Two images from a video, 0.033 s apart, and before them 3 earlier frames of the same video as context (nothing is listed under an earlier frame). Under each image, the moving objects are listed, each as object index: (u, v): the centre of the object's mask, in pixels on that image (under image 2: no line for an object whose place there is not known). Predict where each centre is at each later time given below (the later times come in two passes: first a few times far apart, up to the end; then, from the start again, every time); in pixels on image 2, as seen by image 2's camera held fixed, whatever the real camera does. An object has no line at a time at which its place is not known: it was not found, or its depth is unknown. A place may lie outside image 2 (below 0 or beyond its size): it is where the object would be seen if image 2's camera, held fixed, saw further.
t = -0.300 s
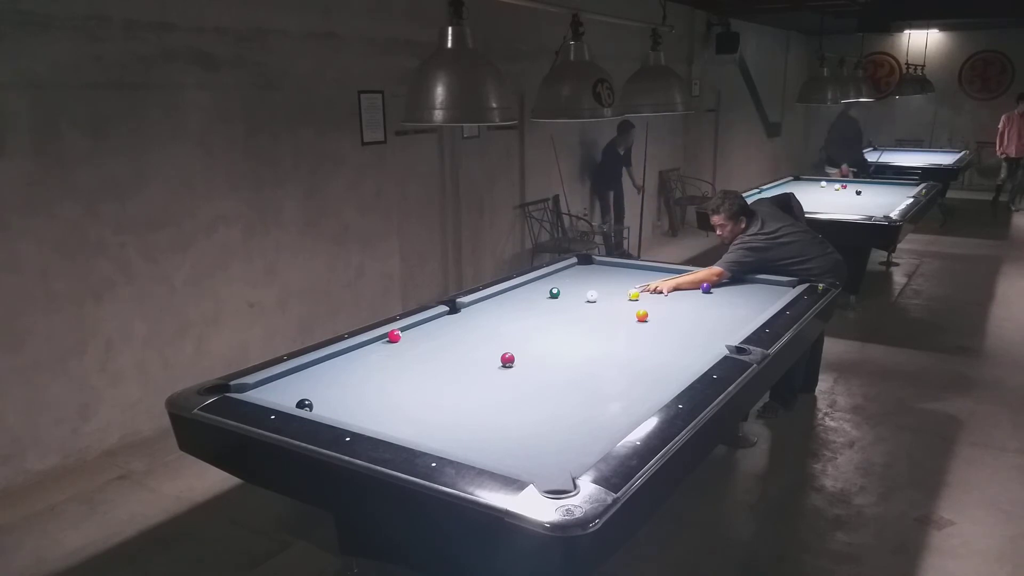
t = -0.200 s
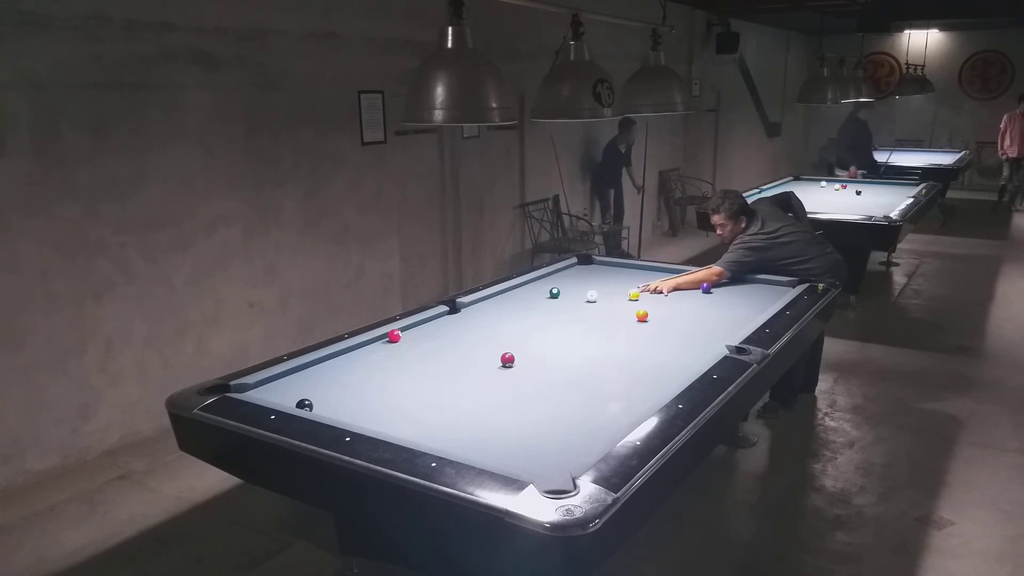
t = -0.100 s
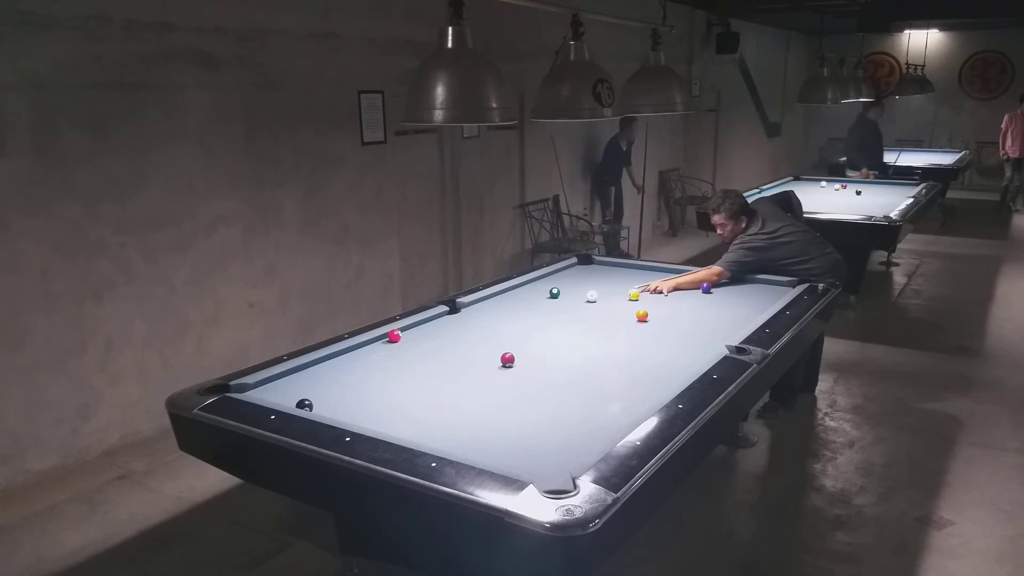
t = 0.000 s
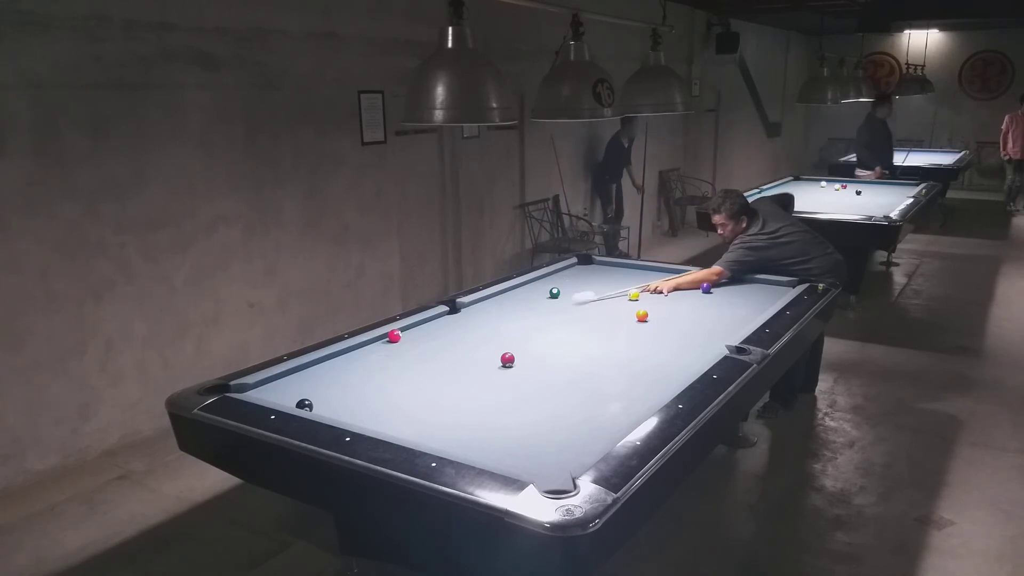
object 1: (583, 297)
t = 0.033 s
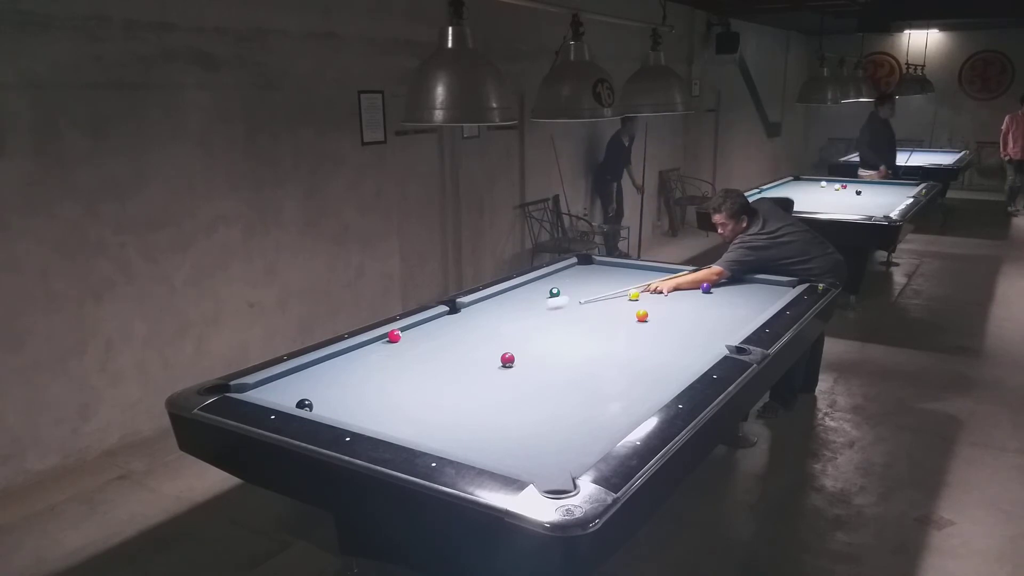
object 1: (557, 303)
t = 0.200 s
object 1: (424, 328)
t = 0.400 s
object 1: (427, 332)
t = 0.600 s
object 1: (458, 333)
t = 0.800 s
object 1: (489, 333)
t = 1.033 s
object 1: (525, 334)
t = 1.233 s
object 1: (554, 335)
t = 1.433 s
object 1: (584, 336)
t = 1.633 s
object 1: (613, 337)
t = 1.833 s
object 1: (640, 337)
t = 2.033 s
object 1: (668, 338)
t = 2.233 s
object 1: (694, 338)
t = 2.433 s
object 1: (720, 339)
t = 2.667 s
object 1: (716, 336)
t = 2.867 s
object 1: (706, 332)
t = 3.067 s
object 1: (696, 329)
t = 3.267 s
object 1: (688, 327)
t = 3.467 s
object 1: (680, 324)
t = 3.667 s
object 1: (672, 321)
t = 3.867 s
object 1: (666, 320)
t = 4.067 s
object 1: (660, 318)
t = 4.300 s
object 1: (654, 316)
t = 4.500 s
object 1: (653, 315)
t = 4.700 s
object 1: (652, 314)
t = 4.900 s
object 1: (652, 313)
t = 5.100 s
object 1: (651, 313)
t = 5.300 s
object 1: (650, 312)
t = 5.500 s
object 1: (650, 312)
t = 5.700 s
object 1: (650, 312)
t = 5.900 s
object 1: (649, 312)
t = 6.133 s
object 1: (649, 312)
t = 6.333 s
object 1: (649, 312)
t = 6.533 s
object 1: (649, 312)
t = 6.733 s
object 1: (649, 312)
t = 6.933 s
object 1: (649, 312)
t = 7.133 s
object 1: (649, 312)
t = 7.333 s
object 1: (649, 312)
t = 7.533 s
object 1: (649, 312)
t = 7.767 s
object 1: (649, 312)
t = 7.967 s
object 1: (649, 312)
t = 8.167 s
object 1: (649, 312)
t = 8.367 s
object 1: (649, 312)
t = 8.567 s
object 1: (649, 312)
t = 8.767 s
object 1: (649, 312)
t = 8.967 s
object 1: (649, 312)
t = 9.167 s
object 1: (649, 312)
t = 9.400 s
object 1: (649, 312)
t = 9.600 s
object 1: (649, 312)
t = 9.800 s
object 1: (650, 311)
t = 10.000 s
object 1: (649, 312)
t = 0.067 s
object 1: (532, 307)
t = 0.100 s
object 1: (506, 312)
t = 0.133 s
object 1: (478, 318)
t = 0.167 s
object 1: (451, 323)
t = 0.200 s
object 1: (424, 328)
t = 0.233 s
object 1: (402, 332)
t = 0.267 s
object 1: (405, 332)
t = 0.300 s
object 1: (411, 332)
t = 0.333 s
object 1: (416, 332)
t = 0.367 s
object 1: (421, 332)
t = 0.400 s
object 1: (427, 332)
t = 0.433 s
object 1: (432, 332)
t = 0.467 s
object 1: (437, 332)
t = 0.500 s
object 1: (443, 332)
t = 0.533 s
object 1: (448, 333)
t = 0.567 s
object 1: (453, 333)
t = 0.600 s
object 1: (458, 333)
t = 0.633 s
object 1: (464, 333)
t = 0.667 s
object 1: (469, 333)
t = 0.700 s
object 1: (474, 333)
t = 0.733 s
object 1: (479, 333)
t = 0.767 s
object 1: (484, 333)
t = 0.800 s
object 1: (489, 333)
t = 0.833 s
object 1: (494, 334)
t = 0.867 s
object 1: (500, 334)
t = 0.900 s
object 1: (505, 334)
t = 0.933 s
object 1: (510, 334)
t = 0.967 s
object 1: (515, 334)
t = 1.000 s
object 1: (520, 334)
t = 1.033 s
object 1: (525, 334)
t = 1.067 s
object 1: (530, 335)
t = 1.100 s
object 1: (535, 335)
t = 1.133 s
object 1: (539, 335)
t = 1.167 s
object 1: (544, 335)
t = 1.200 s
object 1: (549, 335)
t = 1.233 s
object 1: (554, 335)
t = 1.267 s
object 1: (559, 335)
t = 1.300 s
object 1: (564, 335)
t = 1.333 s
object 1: (569, 335)
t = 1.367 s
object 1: (574, 335)
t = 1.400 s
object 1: (579, 335)
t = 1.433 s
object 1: (584, 336)
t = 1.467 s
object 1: (589, 335)
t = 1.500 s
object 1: (593, 334)
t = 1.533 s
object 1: (598, 334)
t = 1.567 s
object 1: (602, 335)
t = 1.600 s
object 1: (608, 336)
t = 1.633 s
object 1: (613, 337)
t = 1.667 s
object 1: (617, 337)
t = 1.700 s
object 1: (622, 337)
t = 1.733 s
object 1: (626, 337)
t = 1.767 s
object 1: (631, 337)
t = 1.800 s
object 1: (636, 337)
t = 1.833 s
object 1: (640, 337)
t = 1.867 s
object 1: (644, 337)
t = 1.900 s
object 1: (649, 337)
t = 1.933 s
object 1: (654, 337)
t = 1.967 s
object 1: (658, 338)
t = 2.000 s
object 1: (663, 338)
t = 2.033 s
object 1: (668, 338)
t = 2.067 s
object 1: (673, 338)
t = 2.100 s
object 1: (677, 338)
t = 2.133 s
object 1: (681, 338)
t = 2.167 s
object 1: (685, 338)
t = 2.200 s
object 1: (690, 338)
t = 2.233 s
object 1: (694, 338)
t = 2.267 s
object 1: (699, 338)
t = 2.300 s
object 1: (703, 339)
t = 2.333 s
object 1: (708, 339)
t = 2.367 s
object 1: (712, 339)
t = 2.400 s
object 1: (717, 339)
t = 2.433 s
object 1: (720, 339)
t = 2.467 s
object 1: (724, 338)
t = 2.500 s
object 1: (724, 338)
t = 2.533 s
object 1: (723, 337)
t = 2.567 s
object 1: (721, 337)
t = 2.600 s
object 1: (720, 337)
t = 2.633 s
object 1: (718, 336)
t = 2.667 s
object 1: (716, 336)
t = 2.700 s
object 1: (714, 335)
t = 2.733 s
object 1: (713, 334)
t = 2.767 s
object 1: (711, 334)
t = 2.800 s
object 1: (709, 333)
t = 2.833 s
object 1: (707, 333)
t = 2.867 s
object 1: (706, 332)
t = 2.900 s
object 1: (704, 332)
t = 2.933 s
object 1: (702, 332)
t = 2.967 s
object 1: (701, 331)
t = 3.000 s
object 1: (699, 331)
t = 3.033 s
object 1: (698, 330)
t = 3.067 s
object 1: (696, 329)
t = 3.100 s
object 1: (695, 329)
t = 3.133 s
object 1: (693, 328)
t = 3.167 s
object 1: (692, 328)
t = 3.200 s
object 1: (691, 327)
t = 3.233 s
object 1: (689, 327)
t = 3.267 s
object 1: (688, 327)
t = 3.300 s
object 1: (686, 326)
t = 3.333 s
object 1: (685, 326)
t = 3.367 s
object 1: (684, 325)
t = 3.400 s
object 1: (682, 325)
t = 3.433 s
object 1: (681, 324)
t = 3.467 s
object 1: (680, 324)
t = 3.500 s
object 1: (679, 324)
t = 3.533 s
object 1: (677, 323)
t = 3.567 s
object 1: (676, 323)
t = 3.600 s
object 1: (675, 323)
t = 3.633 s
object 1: (674, 322)
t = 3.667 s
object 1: (672, 321)
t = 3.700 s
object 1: (671, 321)
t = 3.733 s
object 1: (670, 321)
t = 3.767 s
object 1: (669, 321)
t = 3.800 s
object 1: (668, 320)
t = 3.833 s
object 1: (667, 320)
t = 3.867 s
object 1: (666, 320)
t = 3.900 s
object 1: (665, 319)
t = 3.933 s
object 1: (664, 319)
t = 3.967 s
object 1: (663, 319)
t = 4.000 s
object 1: (662, 319)
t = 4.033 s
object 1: (661, 318)
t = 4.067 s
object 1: (660, 318)
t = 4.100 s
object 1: (659, 318)
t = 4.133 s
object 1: (658, 317)
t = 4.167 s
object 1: (657, 317)
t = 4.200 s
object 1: (656, 316)
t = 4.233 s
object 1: (655, 316)
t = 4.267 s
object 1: (655, 316)
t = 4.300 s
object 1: (654, 316)
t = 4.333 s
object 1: (654, 316)
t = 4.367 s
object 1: (654, 315)
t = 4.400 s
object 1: (653, 315)
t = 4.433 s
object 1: (653, 315)
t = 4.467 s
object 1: (653, 315)
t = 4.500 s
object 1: (653, 315)
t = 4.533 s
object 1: (653, 315)
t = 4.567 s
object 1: (653, 315)
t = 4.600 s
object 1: (653, 315)
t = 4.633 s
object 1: (653, 314)
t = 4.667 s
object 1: (653, 314)
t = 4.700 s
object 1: (652, 314)
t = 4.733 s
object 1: (652, 314)
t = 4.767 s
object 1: (652, 314)
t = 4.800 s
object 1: (652, 313)
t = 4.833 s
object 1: (652, 313)
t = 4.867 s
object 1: (652, 313)
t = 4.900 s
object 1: (652, 313)
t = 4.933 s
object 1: (651, 313)
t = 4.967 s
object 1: (651, 313)
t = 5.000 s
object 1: (651, 313)
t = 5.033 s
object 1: (651, 313)
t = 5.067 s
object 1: (651, 313)
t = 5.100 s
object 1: (651, 313)
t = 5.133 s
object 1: (651, 313)
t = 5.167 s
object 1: (651, 313)
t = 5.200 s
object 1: (651, 313)
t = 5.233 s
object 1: (650, 313)
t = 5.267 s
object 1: (650, 313)
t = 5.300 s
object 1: (650, 312)
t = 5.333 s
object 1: (650, 312)
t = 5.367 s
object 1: (650, 312)
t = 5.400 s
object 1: (650, 312)
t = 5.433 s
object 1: (650, 312)
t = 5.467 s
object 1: (650, 312)
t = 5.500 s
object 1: (650, 312)
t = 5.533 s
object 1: (650, 312)
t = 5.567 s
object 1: (650, 312)
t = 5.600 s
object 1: (650, 312)
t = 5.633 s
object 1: (650, 312)
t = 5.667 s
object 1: (650, 312)
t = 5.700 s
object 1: (650, 312)
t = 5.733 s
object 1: (650, 312)
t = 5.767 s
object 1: (650, 312)
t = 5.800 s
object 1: (650, 312)
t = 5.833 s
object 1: (650, 312)
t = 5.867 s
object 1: (649, 312)
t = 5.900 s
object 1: (649, 312)
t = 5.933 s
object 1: (649, 312)
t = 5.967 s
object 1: (650, 312)
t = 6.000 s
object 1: (649, 312)
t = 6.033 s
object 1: (649, 312)
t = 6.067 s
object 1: (649, 312)
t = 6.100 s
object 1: (649, 312)
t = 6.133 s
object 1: (649, 312)
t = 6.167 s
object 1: (649, 312)
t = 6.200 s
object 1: (649, 312)
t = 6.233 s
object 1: (649, 312)
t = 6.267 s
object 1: (649, 312)
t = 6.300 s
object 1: (649, 312)
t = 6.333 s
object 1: (649, 312)
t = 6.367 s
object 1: (649, 312)
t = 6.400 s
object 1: (649, 312)
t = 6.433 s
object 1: (649, 312)
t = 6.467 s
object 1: (649, 312)
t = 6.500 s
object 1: (649, 312)
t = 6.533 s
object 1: (649, 312)
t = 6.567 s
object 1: (649, 312)
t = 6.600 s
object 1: (649, 312)
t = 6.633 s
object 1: (649, 312)
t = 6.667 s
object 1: (649, 312)
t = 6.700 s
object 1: (649, 312)
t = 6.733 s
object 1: (649, 312)
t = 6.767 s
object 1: (649, 312)
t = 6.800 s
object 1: (649, 312)
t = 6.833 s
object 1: (649, 312)
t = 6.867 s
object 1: (649, 312)
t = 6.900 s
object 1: (649, 312)
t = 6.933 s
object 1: (649, 312)
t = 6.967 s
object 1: (649, 312)
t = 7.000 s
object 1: (649, 312)
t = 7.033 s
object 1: (649, 312)
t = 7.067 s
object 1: (649, 312)
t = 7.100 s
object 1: (649, 312)
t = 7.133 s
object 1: (649, 312)
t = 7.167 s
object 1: (649, 312)
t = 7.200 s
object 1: (649, 312)
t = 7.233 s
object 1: (649, 312)
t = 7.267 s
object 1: (649, 312)
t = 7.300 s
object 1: (649, 312)
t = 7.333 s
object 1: (649, 312)
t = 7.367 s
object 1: (649, 312)
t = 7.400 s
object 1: (649, 312)
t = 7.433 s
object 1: (649, 312)
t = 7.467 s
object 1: (649, 312)
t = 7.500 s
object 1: (649, 312)
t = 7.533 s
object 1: (649, 312)
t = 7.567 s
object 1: (649, 312)
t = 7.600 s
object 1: (649, 312)
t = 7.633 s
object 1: (649, 312)
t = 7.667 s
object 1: (649, 312)
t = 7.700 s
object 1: (649, 312)
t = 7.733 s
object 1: (649, 312)
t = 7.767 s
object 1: (649, 312)
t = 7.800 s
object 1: (649, 312)
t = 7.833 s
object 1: (649, 312)
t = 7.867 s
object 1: (649, 312)
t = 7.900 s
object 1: (649, 312)
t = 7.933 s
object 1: (649, 312)
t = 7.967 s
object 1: (649, 312)
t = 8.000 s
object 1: (649, 312)
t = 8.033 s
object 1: (649, 312)
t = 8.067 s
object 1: (649, 312)
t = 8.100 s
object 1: (649, 312)
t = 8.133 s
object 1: (649, 312)
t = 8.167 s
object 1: (649, 312)
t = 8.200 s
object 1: (649, 312)
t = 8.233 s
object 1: (649, 312)
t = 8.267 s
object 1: (649, 312)
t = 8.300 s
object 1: (649, 312)
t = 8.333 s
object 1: (649, 312)
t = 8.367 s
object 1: (649, 312)
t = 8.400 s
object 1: (649, 312)
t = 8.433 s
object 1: (649, 312)
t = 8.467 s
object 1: (649, 312)
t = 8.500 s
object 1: (649, 312)
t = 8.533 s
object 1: (649, 312)
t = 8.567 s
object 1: (649, 312)
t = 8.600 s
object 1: (649, 312)
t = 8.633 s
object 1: (649, 312)
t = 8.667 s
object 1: (649, 312)
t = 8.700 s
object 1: (649, 312)
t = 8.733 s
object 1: (649, 312)
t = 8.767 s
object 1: (649, 312)
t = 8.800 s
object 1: (649, 312)
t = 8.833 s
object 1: (649, 312)
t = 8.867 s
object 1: (649, 312)
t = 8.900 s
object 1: (649, 312)
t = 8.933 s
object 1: (649, 312)
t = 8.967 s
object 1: (649, 312)
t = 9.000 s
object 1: (649, 311)
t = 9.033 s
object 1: (649, 312)
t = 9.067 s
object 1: (649, 312)
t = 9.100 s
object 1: (649, 312)
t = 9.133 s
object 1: (649, 312)
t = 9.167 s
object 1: (649, 312)
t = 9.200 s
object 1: (649, 312)
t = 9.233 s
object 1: (649, 312)
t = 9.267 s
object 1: (649, 312)
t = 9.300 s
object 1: (649, 312)
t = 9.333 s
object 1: (649, 312)
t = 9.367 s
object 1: (649, 312)
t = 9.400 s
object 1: (649, 312)
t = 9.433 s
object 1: (649, 311)
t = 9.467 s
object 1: (649, 312)
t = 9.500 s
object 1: (649, 312)
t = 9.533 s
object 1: (649, 312)
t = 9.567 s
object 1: (649, 312)
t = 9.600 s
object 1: (649, 312)
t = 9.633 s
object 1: (649, 312)
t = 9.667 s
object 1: (649, 312)
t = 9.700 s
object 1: (650, 311)
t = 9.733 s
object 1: (649, 312)
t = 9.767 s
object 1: (649, 312)
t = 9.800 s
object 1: (650, 311)
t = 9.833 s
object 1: (649, 312)
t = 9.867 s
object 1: (649, 312)
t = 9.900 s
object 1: (649, 312)
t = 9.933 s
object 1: (649, 312)
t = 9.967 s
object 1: (649, 312)
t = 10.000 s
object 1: (649, 312)
